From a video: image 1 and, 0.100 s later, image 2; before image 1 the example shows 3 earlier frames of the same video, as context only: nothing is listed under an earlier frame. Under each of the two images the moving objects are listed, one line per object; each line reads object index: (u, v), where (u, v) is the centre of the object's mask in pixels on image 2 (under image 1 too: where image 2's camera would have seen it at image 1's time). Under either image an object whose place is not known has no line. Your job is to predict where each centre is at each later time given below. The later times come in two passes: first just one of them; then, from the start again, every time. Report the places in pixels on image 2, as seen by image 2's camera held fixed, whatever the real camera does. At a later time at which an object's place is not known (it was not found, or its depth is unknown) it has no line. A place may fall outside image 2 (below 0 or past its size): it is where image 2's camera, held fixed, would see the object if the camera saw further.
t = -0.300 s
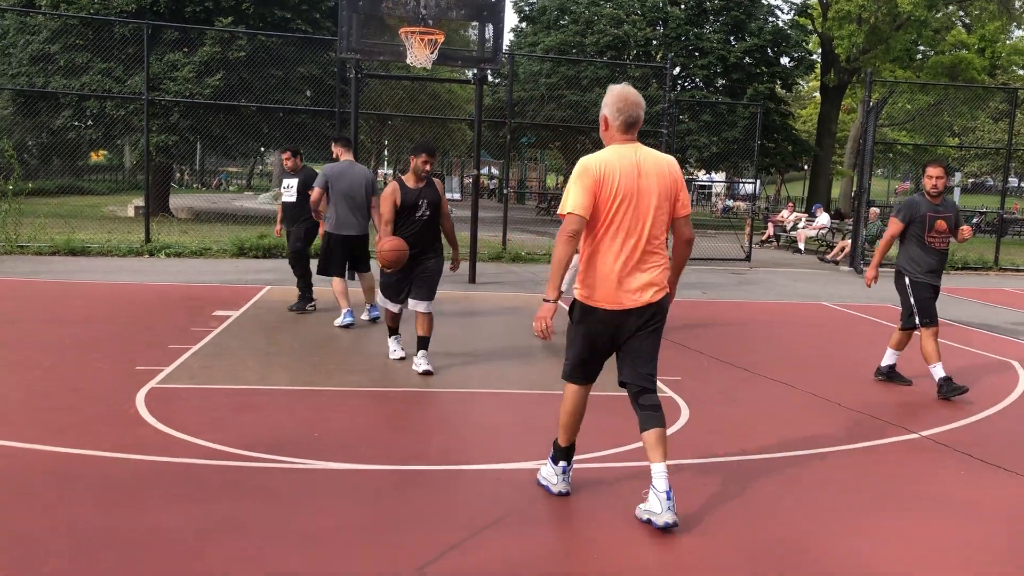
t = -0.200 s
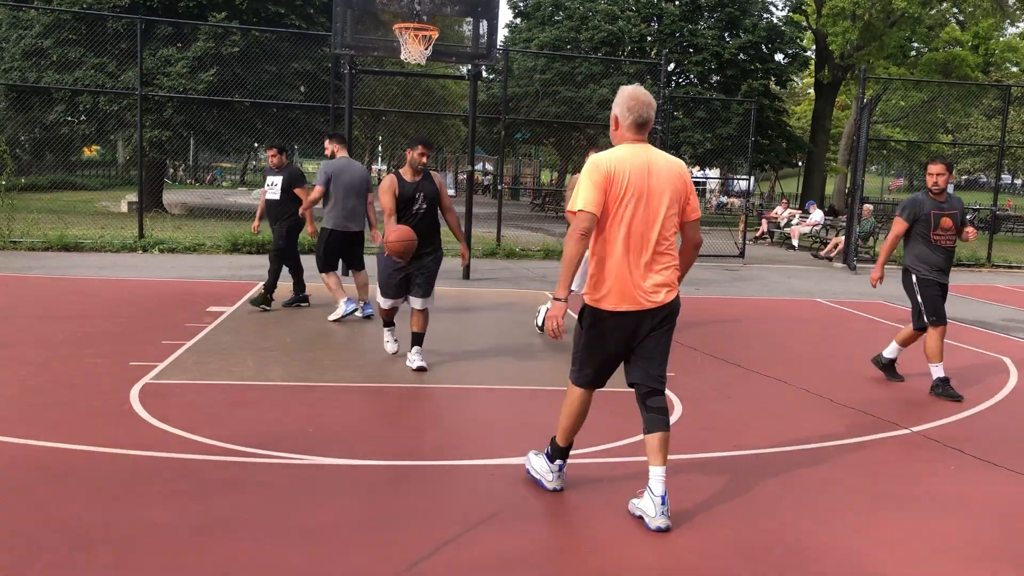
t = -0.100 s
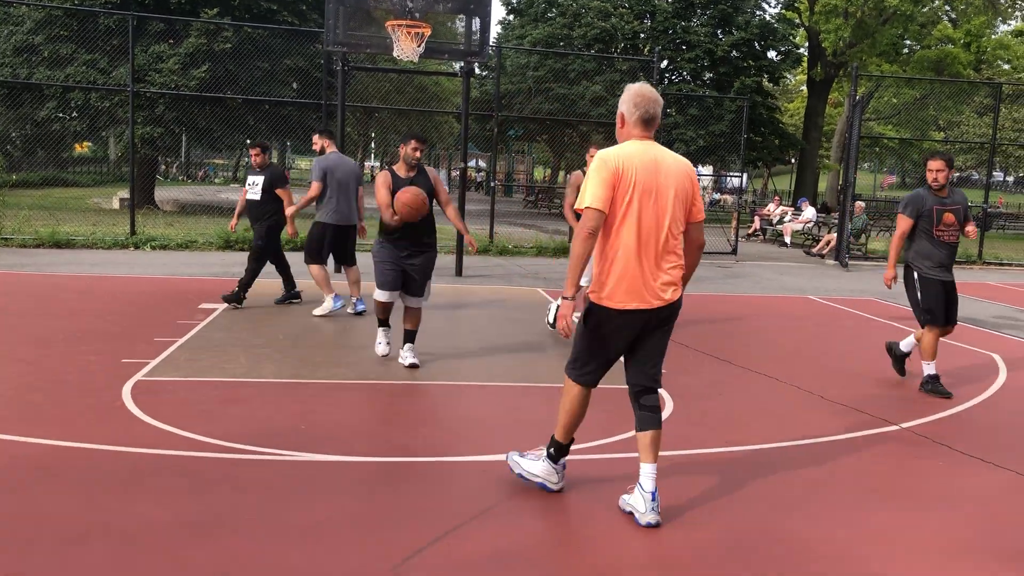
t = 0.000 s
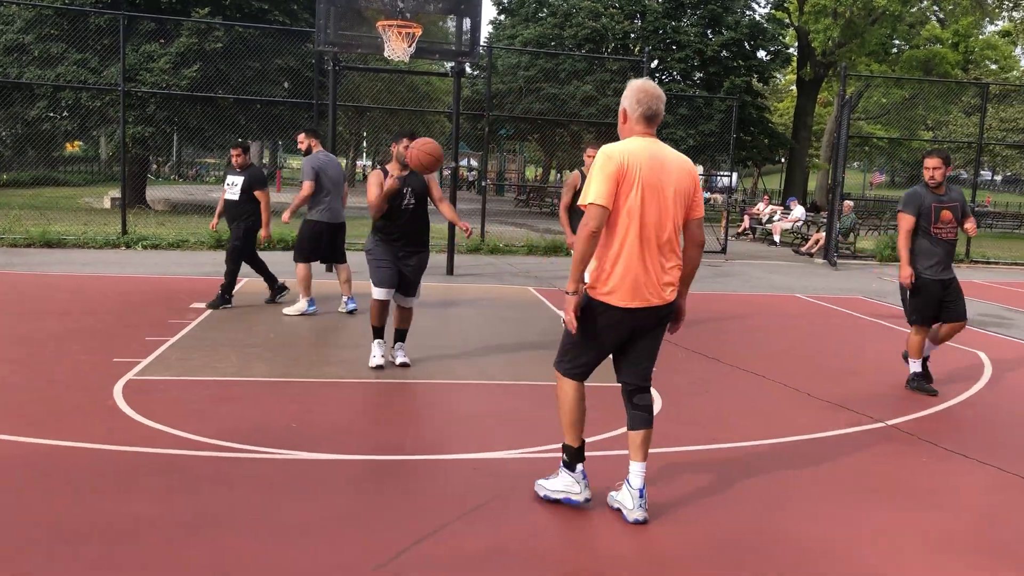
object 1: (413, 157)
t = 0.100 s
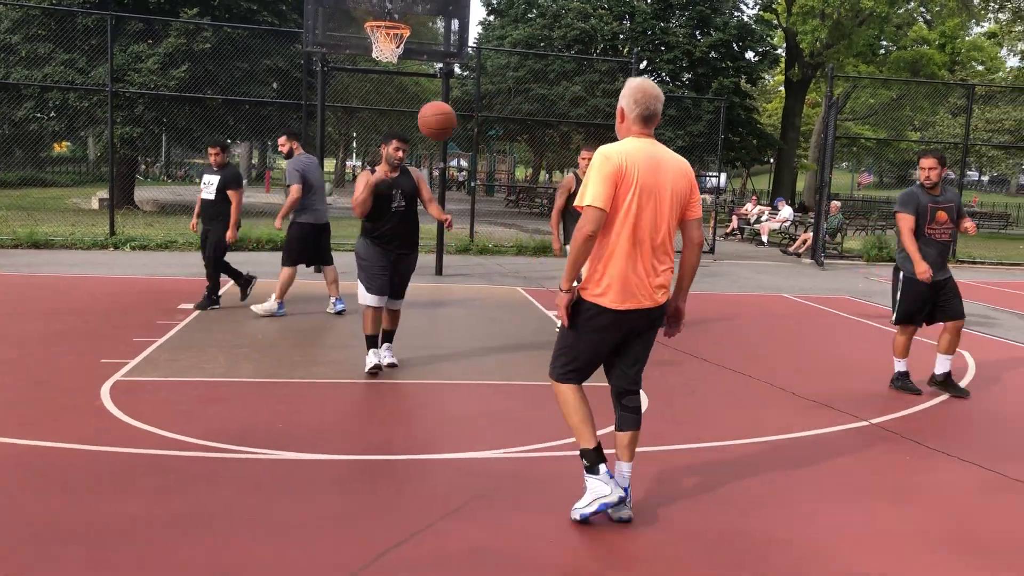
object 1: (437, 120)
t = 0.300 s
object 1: (484, 89)
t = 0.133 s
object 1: (445, 111)
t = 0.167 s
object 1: (453, 103)
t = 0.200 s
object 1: (461, 98)
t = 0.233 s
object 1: (469, 93)
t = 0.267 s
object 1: (477, 90)
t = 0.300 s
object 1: (484, 89)
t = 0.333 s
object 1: (493, 90)
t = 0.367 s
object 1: (501, 93)
